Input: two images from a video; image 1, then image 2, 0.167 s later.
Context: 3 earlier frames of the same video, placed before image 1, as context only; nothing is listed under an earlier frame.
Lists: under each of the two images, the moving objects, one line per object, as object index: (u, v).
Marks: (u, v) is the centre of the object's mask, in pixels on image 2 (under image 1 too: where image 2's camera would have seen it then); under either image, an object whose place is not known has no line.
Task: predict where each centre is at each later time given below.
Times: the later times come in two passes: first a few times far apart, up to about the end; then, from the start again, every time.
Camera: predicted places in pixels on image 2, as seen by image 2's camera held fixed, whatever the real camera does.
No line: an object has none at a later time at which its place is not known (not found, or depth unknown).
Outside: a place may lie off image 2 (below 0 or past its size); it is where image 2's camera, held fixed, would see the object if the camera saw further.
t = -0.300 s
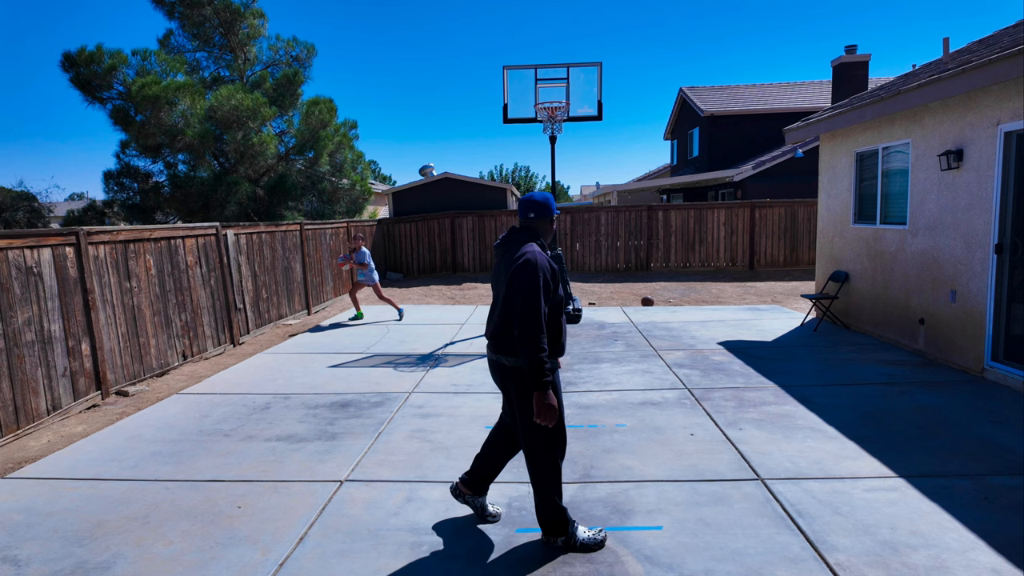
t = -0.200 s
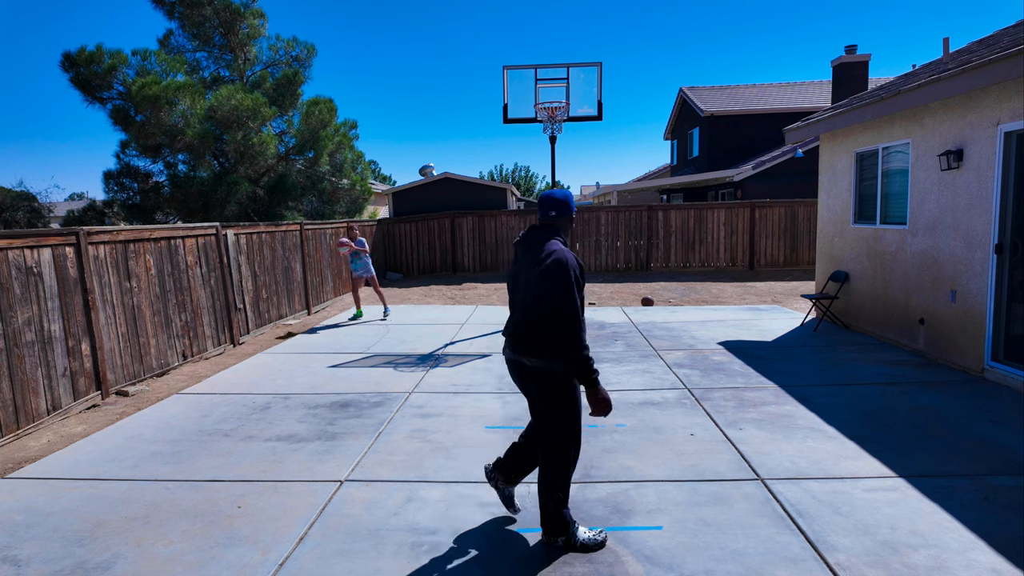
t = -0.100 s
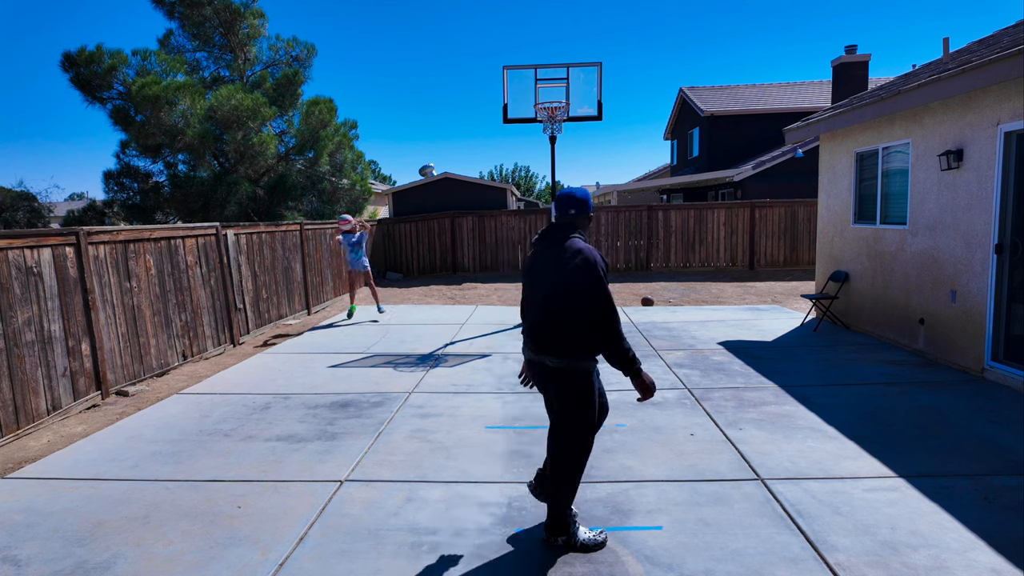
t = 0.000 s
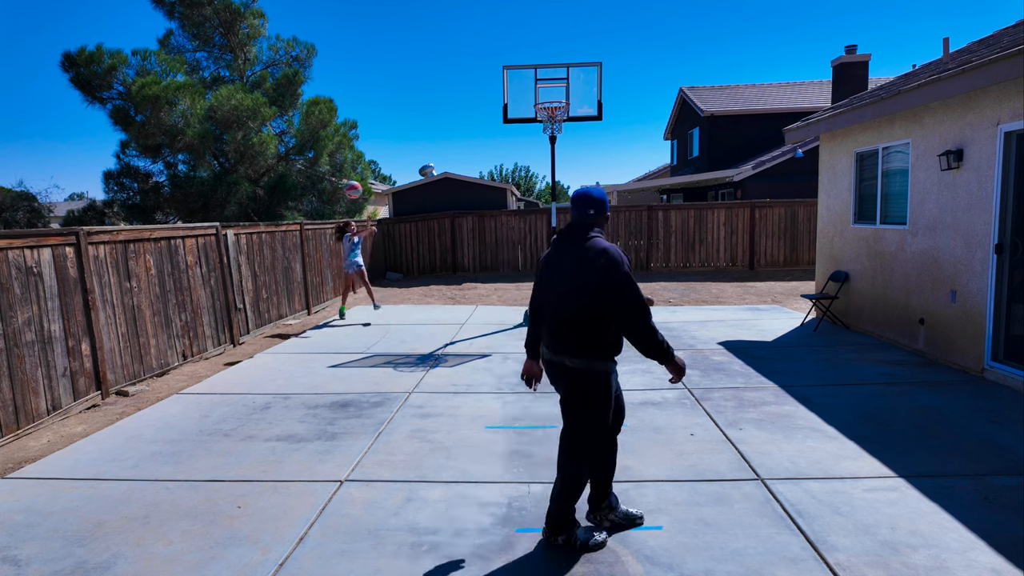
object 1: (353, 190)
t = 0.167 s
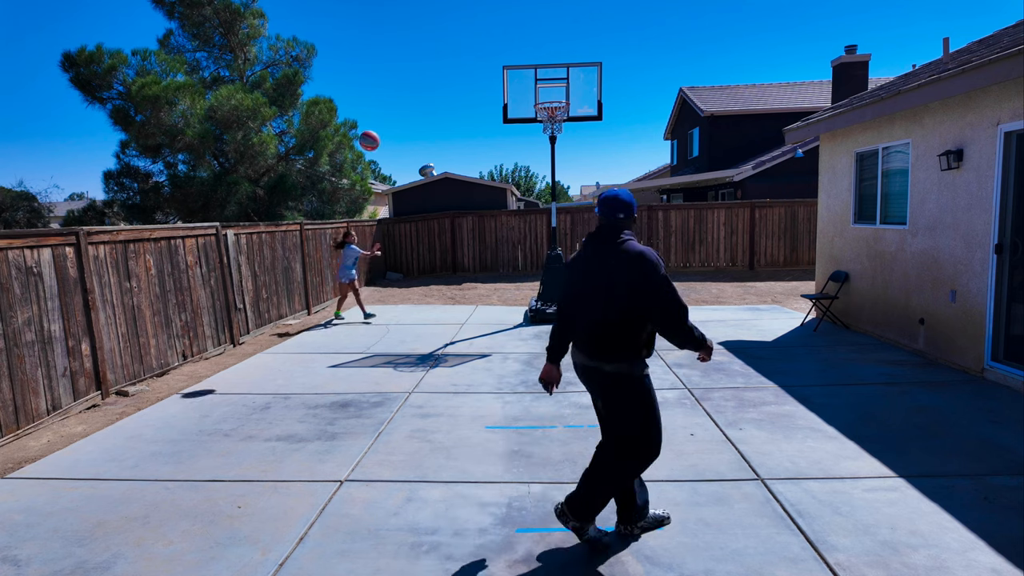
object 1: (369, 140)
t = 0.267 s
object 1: (383, 116)
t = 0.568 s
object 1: (451, 84)
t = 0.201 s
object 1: (373, 132)
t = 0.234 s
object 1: (378, 124)
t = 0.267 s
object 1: (383, 116)
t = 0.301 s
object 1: (388, 109)
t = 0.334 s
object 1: (394, 103)
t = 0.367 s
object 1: (400, 97)
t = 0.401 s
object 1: (407, 92)
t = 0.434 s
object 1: (414, 88)
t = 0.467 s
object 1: (422, 85)
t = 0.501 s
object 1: (431, 83)
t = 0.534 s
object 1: (440, 83)
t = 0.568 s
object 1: (451, 84)
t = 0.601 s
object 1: (462, 87)
